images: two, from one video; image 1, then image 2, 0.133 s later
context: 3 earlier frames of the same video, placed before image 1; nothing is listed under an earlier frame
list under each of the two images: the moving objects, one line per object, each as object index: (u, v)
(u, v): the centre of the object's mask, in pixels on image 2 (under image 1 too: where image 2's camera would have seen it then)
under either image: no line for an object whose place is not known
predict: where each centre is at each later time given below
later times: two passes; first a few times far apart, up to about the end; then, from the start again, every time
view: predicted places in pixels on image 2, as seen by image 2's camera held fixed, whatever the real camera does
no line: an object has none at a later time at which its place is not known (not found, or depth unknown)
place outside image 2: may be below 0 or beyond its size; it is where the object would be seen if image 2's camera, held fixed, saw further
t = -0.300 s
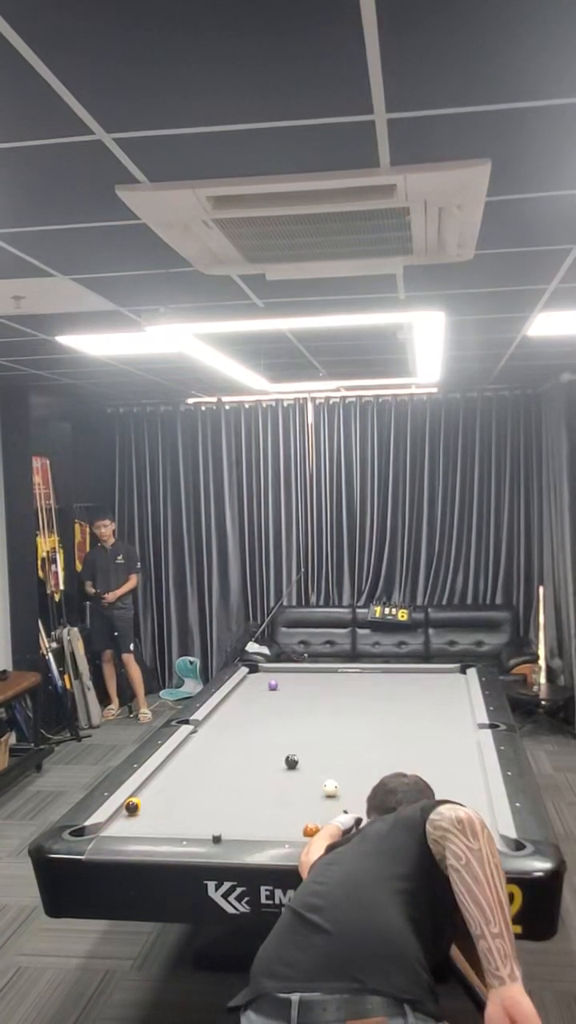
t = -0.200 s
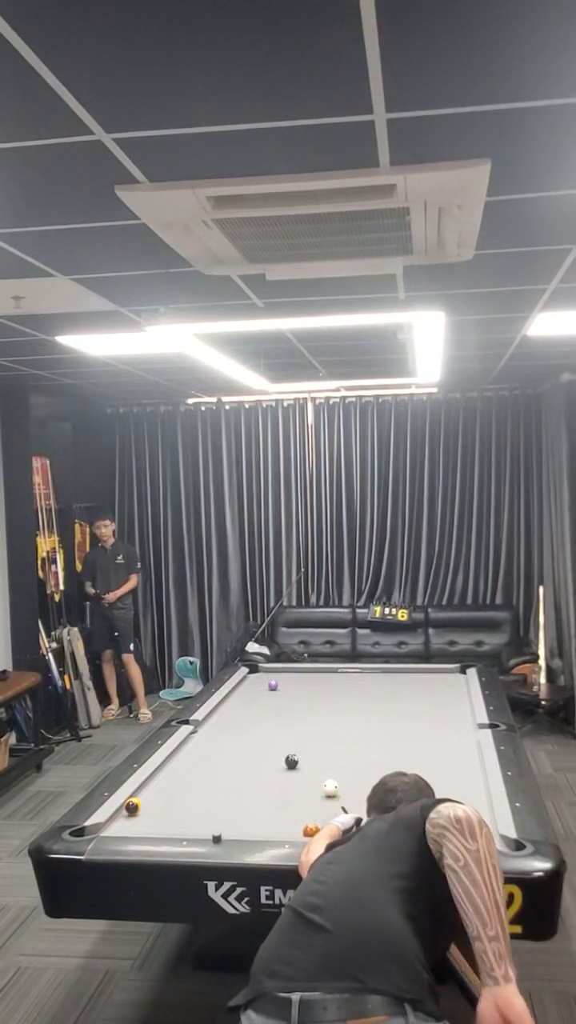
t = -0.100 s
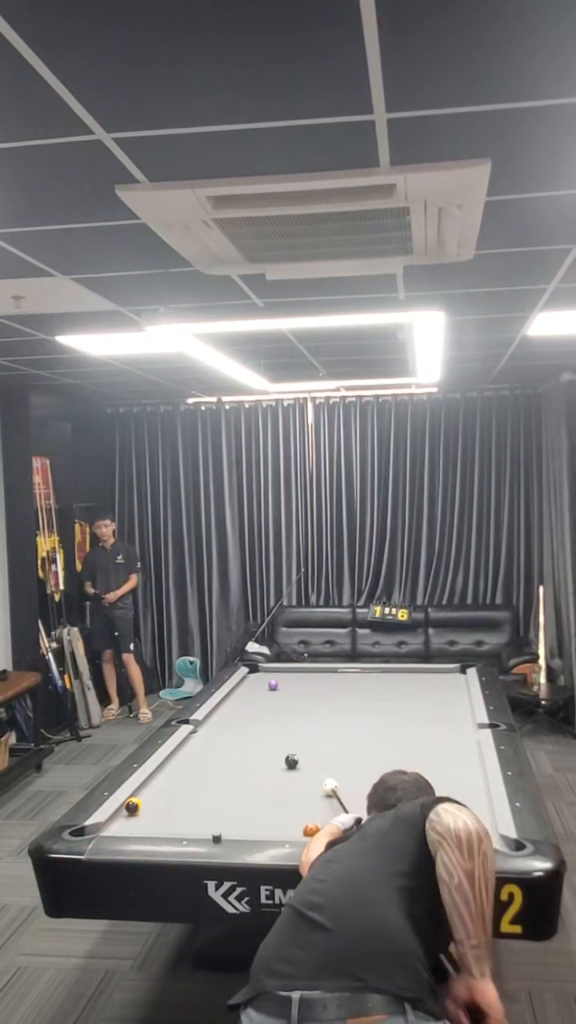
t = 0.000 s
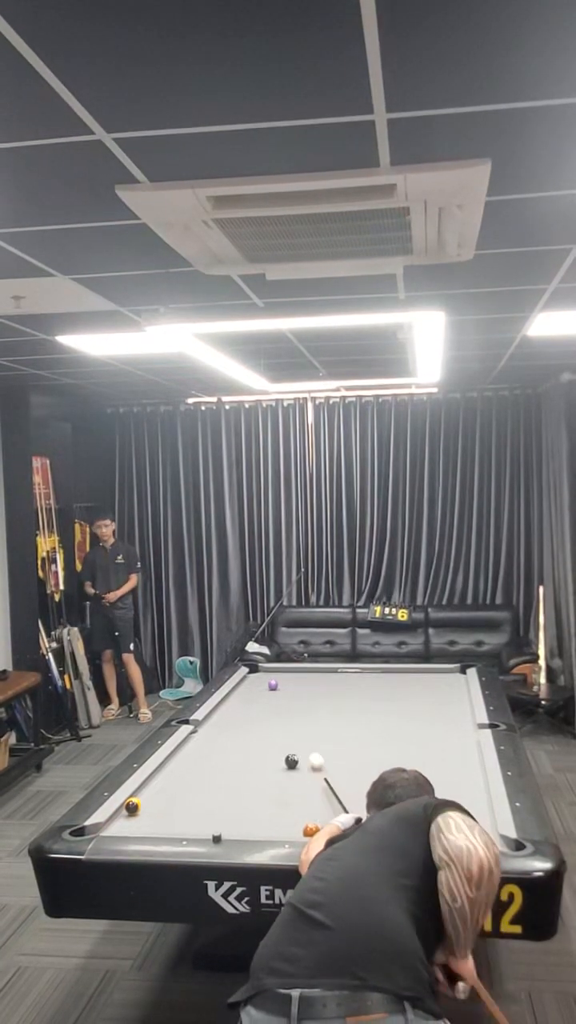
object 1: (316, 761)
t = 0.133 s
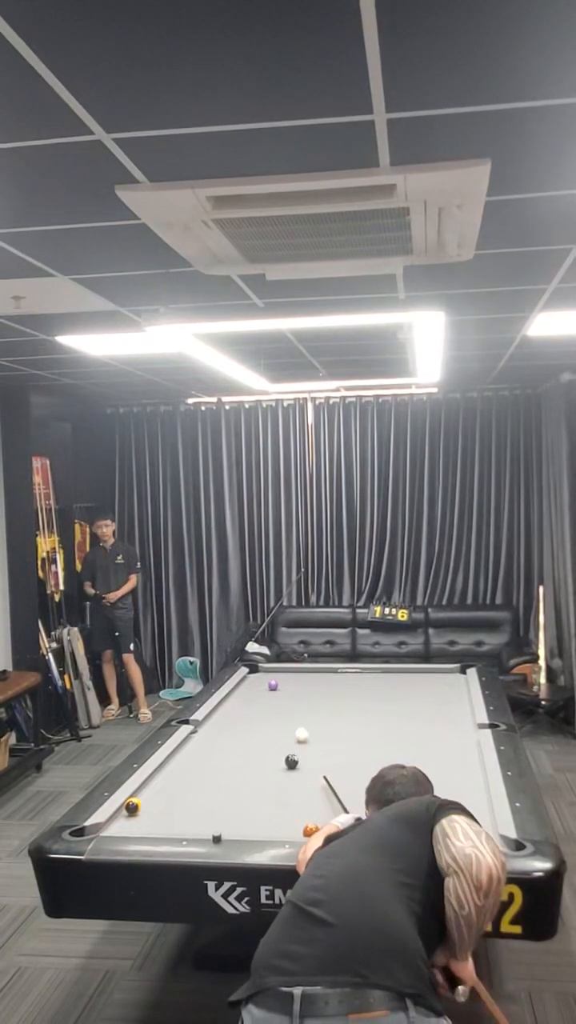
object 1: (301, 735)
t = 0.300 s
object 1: (288, 710)
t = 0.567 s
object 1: (279, 686)
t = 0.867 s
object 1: (287, 680)
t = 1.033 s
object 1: (290, 675)
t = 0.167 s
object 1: (299, 729)
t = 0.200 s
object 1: (296, 724)
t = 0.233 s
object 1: (293, 719)
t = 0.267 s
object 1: (290, 714)
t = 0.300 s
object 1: (288, 710)
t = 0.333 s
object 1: (285, 705)
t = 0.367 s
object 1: (283, 701)
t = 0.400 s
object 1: (281, 697)
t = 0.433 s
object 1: (279, 693)
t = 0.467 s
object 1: (277, 690)
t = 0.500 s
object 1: (276, 687)
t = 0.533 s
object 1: (277, 687)
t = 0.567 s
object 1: (279, 686)
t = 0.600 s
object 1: (280, 686)
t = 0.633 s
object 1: (281, 686)
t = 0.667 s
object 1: (282, 685)
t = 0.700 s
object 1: (283, 684)
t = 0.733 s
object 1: (284, 684)
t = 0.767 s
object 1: (285, 683)
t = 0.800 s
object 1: (286, 682)
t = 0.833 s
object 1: (286, 681)
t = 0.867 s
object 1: (287, 680)
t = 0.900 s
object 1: (287, 679)
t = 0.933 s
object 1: (288, 678)
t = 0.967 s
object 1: (289, 677)
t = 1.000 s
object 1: (289, 676)
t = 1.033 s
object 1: (290, 675)
